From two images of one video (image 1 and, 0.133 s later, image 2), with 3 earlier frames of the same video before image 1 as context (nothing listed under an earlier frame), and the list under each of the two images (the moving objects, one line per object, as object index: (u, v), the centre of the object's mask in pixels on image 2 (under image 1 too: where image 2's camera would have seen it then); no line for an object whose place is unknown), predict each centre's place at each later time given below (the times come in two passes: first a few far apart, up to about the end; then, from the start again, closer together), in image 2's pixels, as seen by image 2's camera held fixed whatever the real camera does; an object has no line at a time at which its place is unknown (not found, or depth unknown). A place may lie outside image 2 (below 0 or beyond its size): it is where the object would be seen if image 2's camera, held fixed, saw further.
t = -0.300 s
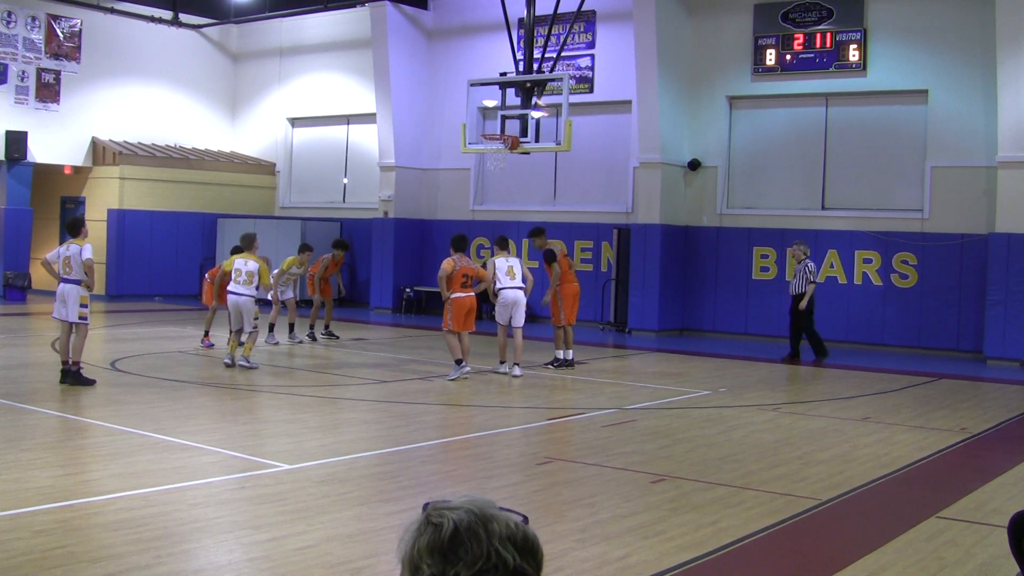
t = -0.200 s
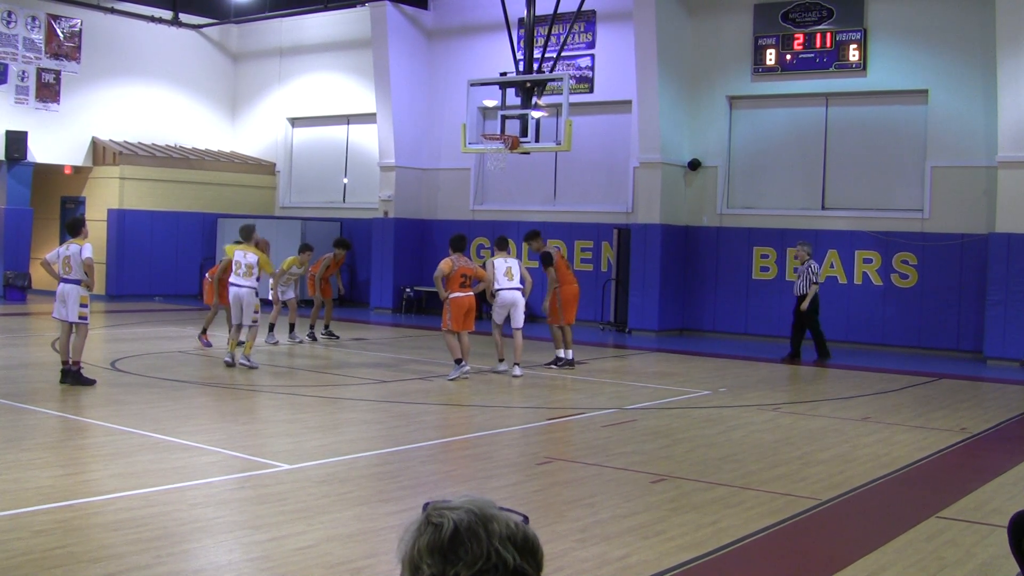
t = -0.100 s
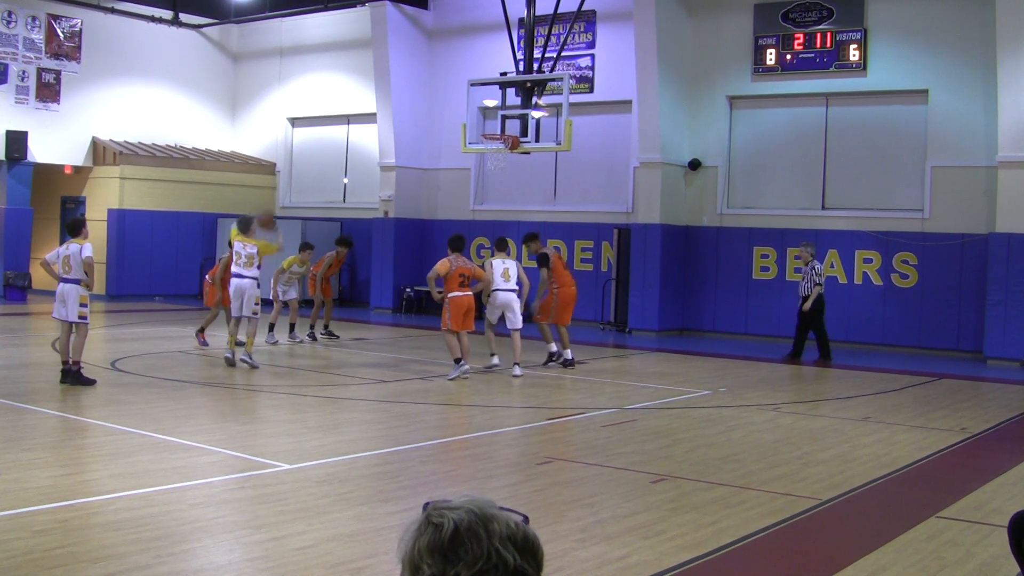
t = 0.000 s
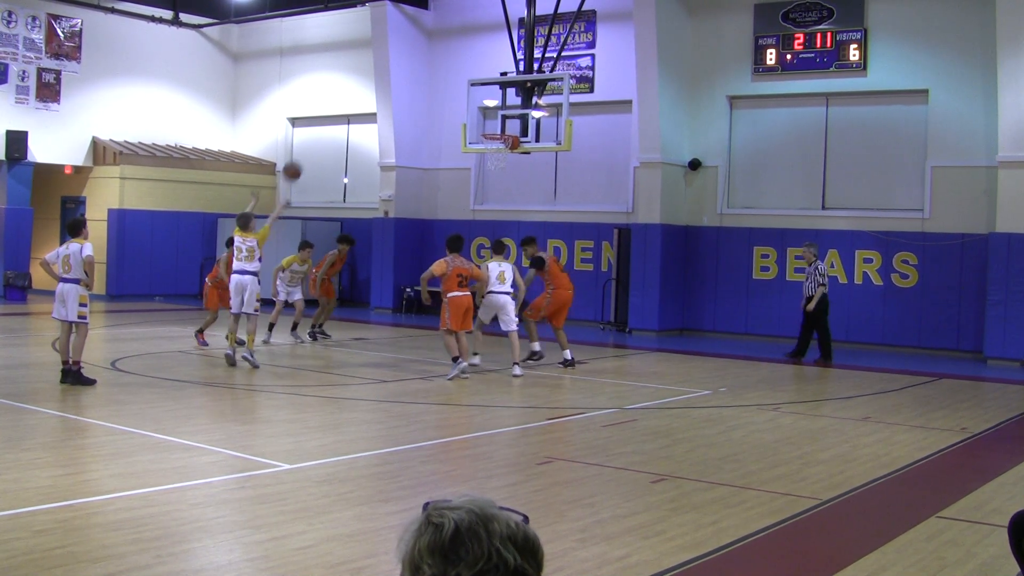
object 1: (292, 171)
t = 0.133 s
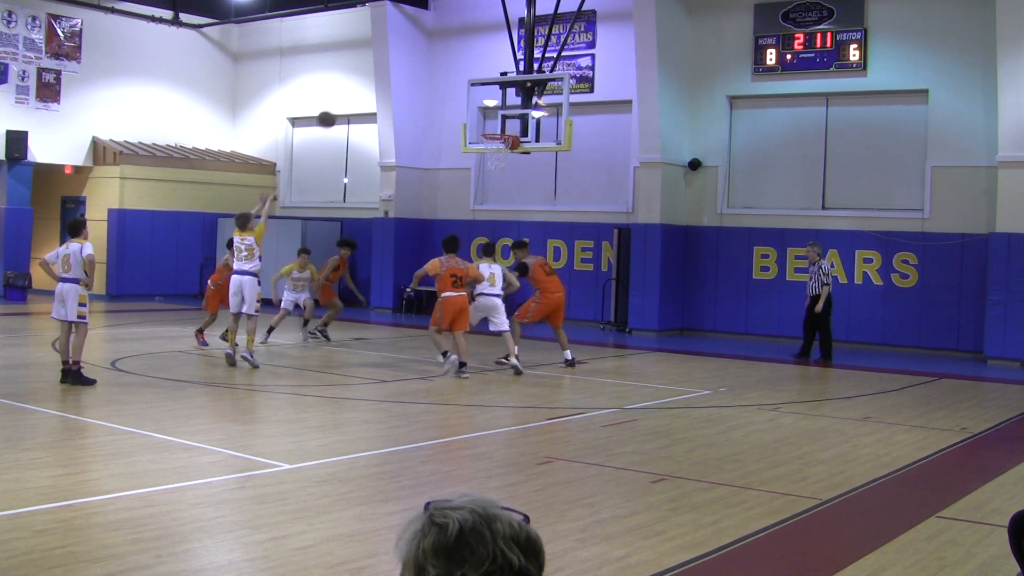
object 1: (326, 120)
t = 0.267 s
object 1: (358, 83)
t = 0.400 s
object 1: (388, 64)
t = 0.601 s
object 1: (427, 60)
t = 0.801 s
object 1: (462, 83)
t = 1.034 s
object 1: (500, 144)
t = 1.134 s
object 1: (507, 160)
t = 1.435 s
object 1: (520, 224)
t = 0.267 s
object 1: (358, 83)
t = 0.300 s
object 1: (366, 77)
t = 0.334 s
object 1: (373, 72)
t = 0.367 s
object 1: (381, 67)
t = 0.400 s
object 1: (388, 64)
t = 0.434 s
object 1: (395, 61)
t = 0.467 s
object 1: (401, 59)
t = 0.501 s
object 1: (408, 58)
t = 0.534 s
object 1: (415, 58)
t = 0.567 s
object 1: (421, 58)
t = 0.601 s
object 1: (427, 60)
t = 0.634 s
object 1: (433, 62)
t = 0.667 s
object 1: (439, 65)
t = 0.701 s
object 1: (445, 68)
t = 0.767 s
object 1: (457, 77)
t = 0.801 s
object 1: (462, 83)
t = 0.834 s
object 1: (468, 90)
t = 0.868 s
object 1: (473, 97)
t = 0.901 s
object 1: (478, 105)
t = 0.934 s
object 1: (483, 113)
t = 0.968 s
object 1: (489, 121)
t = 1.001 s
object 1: (493, 131)
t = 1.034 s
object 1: (500, 144)
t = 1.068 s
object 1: (504, 151)
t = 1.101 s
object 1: (505, 157)
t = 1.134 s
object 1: (507, 160)
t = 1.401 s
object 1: (518, 214)
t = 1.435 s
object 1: (520, 224)
